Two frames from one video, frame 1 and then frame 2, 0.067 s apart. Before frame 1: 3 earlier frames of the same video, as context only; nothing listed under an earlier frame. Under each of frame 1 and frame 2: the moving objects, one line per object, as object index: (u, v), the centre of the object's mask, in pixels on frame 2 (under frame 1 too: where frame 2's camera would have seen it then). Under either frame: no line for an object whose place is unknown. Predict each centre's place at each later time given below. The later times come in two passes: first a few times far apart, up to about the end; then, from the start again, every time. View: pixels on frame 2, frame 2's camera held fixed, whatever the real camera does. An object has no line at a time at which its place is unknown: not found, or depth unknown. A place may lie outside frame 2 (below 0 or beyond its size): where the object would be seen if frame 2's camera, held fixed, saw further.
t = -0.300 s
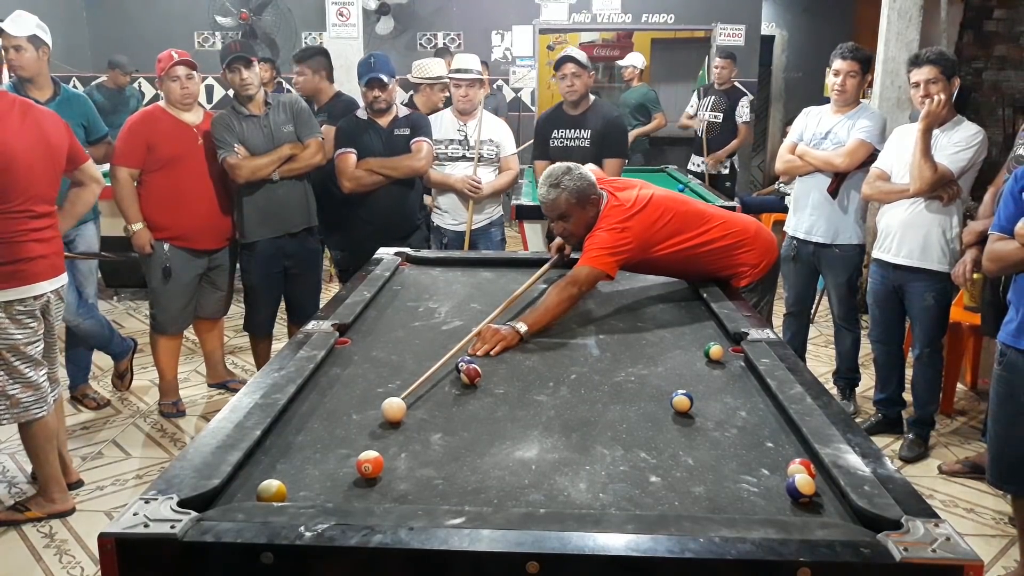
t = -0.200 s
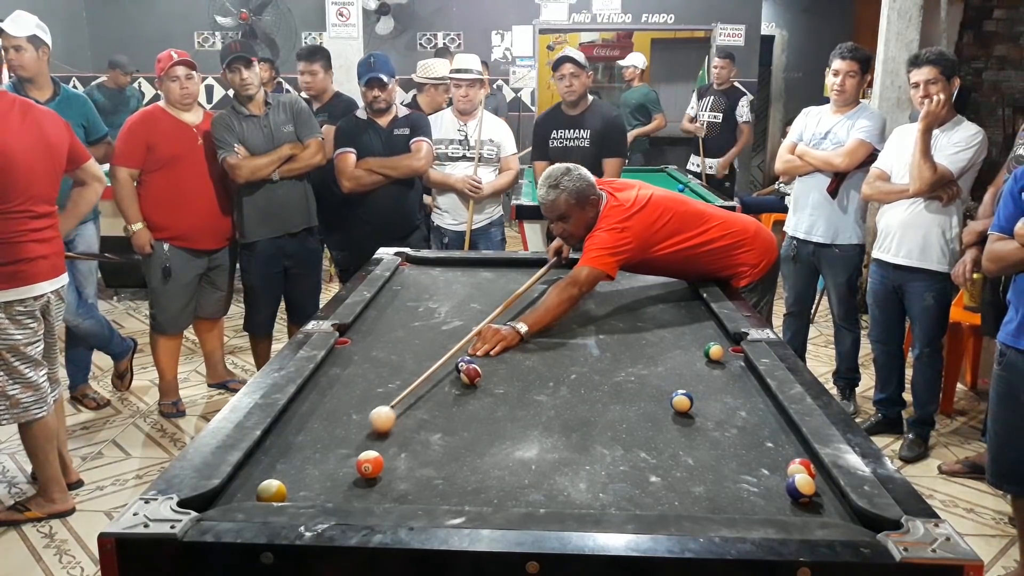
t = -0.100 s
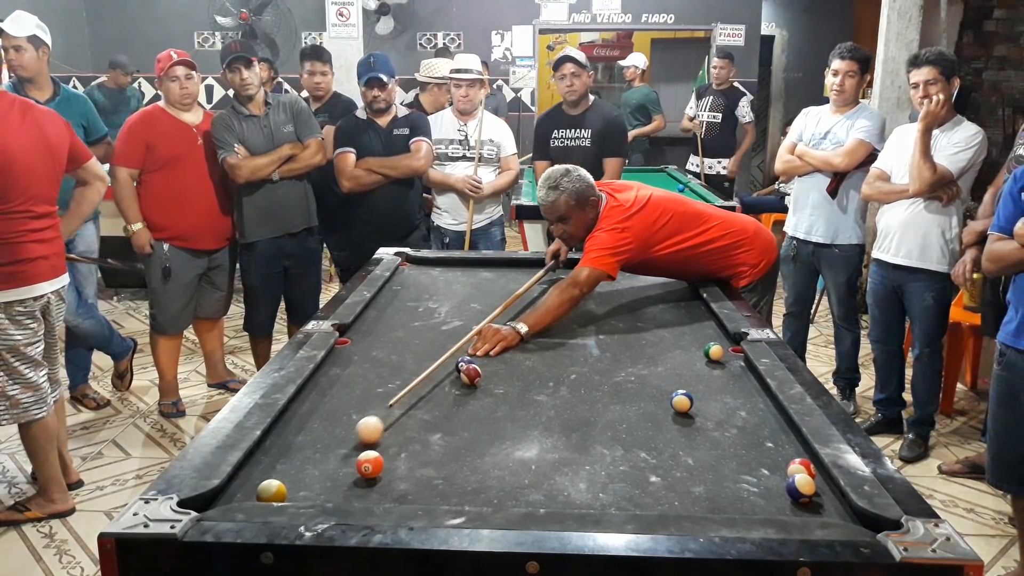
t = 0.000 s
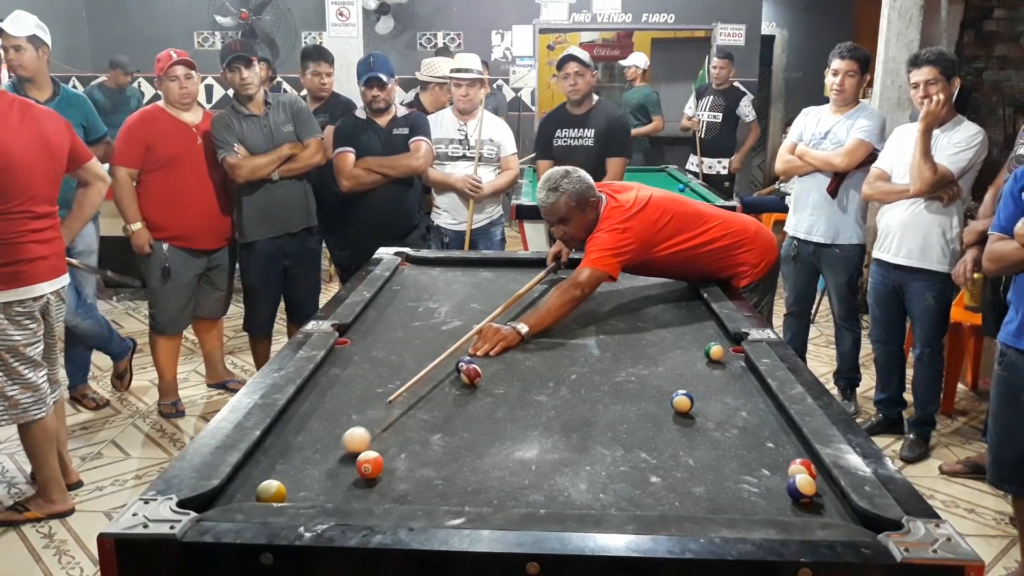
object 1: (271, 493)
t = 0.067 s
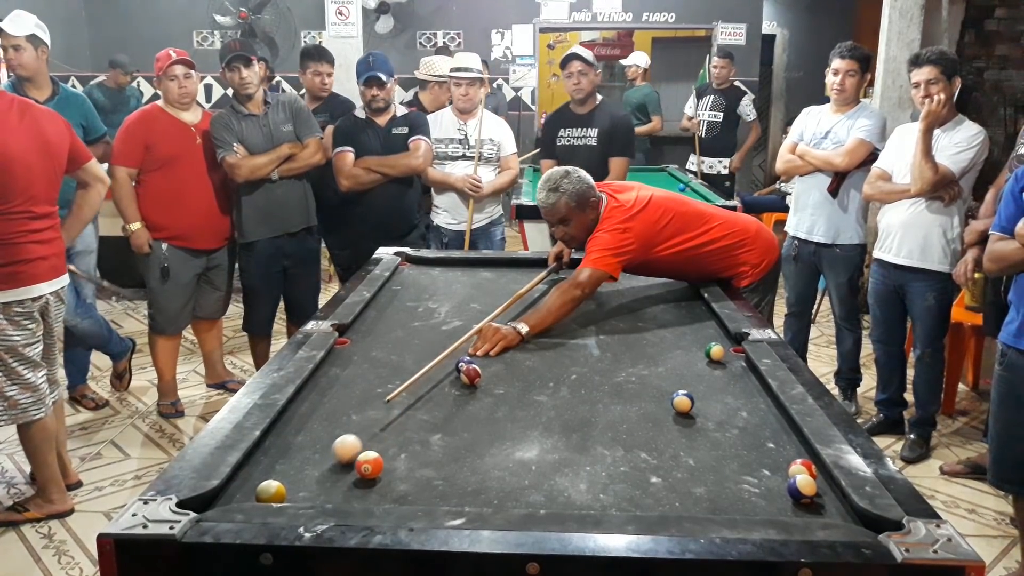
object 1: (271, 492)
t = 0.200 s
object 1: (271, 493)
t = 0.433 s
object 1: (264, 493)
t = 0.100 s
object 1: (271, 492)
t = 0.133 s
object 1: (271, 493)
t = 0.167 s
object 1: (271, 493)
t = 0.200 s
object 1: (271, 493)
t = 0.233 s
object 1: (271, 493)
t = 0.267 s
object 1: (271, 493)
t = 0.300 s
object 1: (271, 492)
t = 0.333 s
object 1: (271, 492)
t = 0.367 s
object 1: (271, 492)
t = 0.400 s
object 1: (269, 493)
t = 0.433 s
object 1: (264, 493)
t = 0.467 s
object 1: (260, 493)
